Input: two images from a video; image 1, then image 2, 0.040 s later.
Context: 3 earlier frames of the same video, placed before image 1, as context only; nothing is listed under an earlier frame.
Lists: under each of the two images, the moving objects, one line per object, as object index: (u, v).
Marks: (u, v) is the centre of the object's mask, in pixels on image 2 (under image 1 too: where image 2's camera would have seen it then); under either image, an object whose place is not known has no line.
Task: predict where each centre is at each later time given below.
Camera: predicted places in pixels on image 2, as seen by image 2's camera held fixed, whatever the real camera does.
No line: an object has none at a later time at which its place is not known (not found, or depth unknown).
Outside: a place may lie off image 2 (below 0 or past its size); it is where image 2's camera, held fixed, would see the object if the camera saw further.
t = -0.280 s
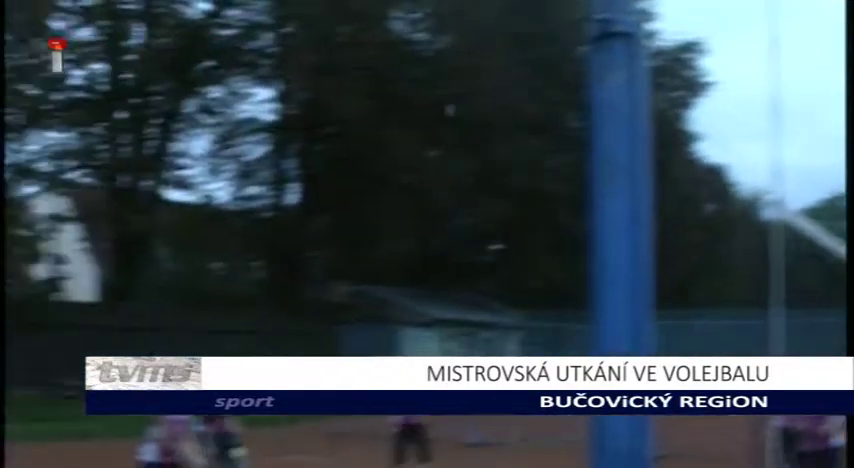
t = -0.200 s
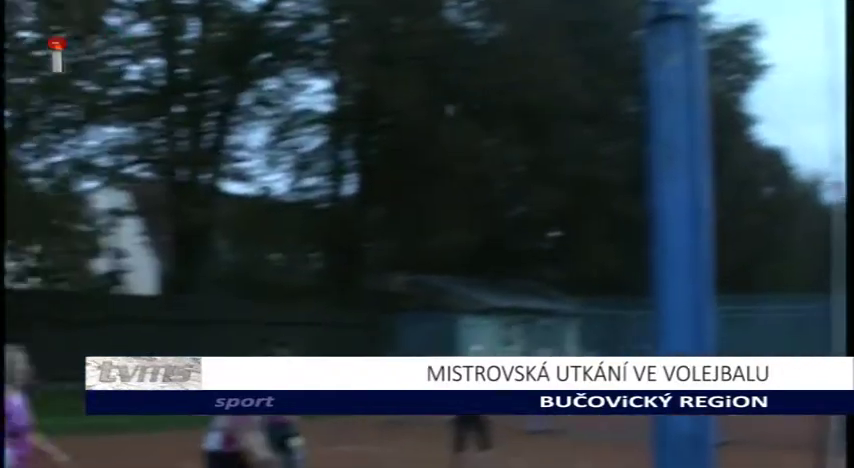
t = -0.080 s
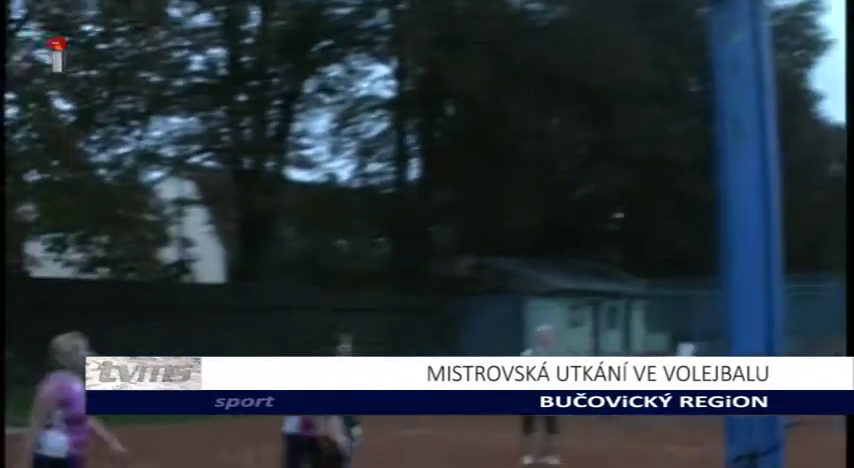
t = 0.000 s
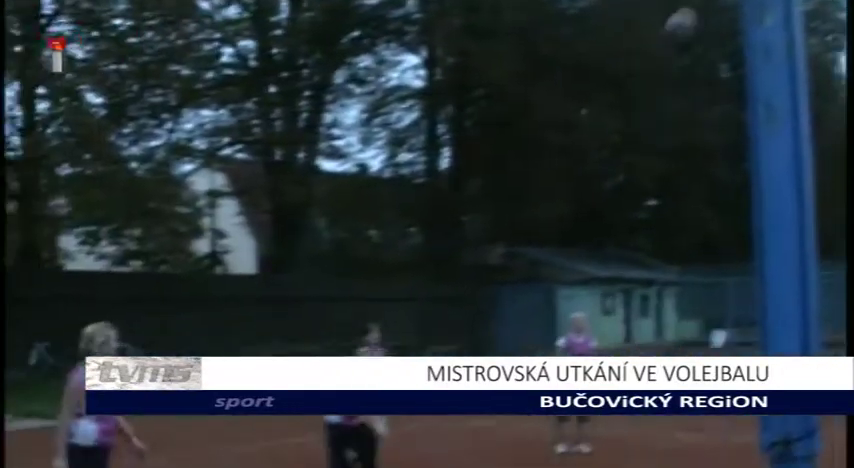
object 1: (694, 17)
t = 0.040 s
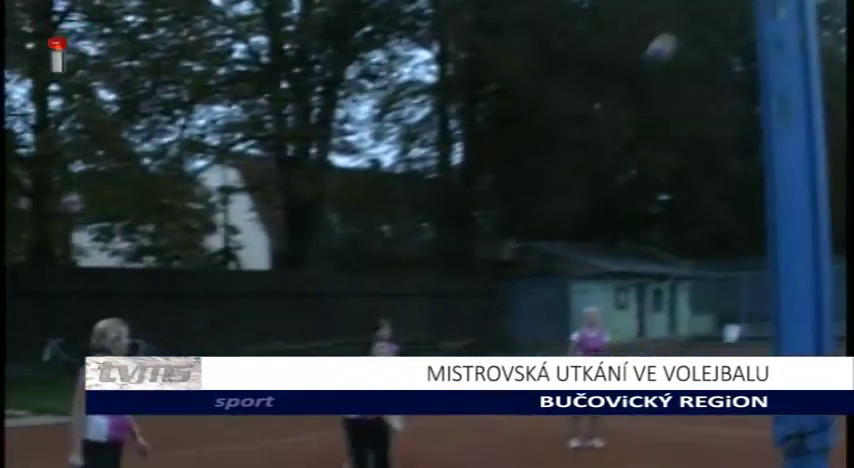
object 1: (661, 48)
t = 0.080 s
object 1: (630, 83)
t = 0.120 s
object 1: (601, 117)
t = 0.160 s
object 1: (572, 153)
